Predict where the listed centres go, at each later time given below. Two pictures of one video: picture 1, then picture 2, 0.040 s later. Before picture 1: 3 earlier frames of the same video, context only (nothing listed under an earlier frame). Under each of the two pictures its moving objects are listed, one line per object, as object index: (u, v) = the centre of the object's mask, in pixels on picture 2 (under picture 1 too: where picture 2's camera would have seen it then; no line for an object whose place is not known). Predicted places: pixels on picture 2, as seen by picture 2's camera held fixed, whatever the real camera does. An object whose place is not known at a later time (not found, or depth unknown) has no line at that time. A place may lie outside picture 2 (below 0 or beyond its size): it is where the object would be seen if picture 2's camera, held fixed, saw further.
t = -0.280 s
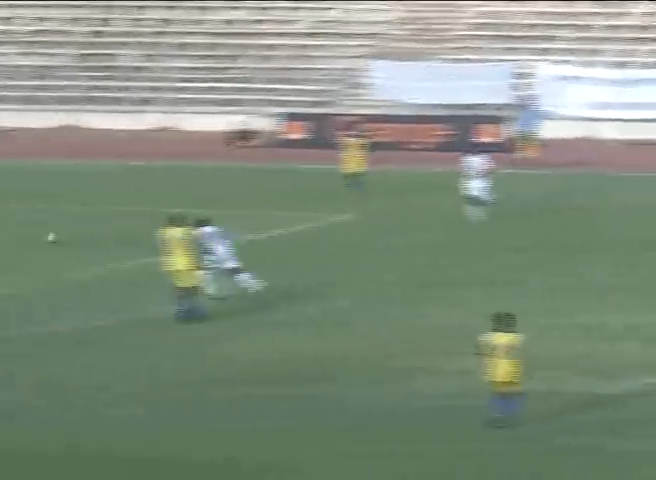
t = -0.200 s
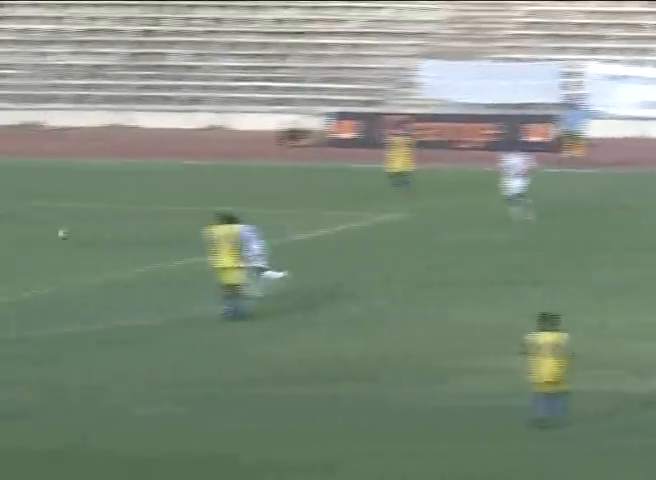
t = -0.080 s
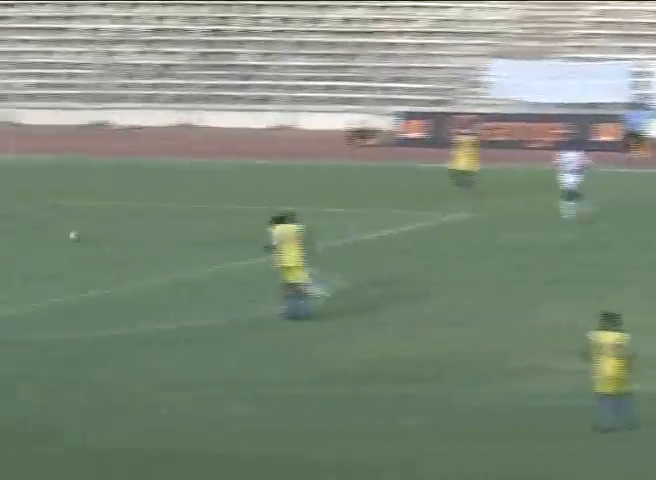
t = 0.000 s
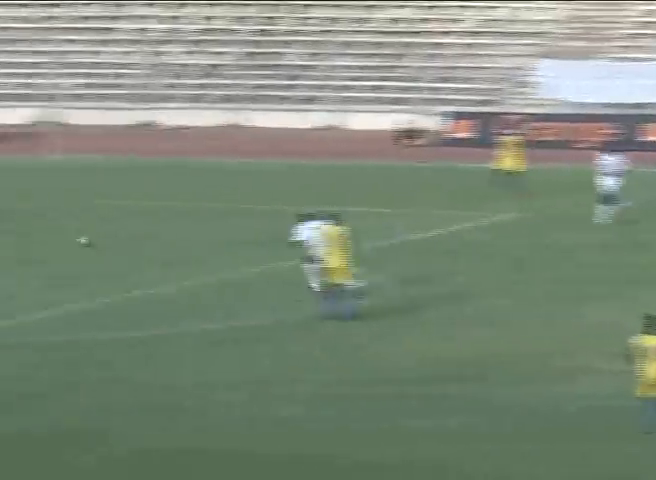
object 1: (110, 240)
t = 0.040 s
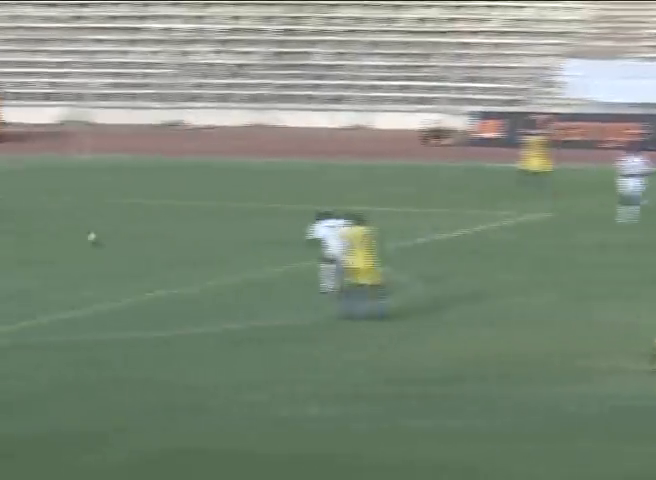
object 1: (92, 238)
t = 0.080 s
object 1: (73, 237)
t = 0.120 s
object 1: (55, 236)
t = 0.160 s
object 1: (37, 236)
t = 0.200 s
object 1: (19, 238)
